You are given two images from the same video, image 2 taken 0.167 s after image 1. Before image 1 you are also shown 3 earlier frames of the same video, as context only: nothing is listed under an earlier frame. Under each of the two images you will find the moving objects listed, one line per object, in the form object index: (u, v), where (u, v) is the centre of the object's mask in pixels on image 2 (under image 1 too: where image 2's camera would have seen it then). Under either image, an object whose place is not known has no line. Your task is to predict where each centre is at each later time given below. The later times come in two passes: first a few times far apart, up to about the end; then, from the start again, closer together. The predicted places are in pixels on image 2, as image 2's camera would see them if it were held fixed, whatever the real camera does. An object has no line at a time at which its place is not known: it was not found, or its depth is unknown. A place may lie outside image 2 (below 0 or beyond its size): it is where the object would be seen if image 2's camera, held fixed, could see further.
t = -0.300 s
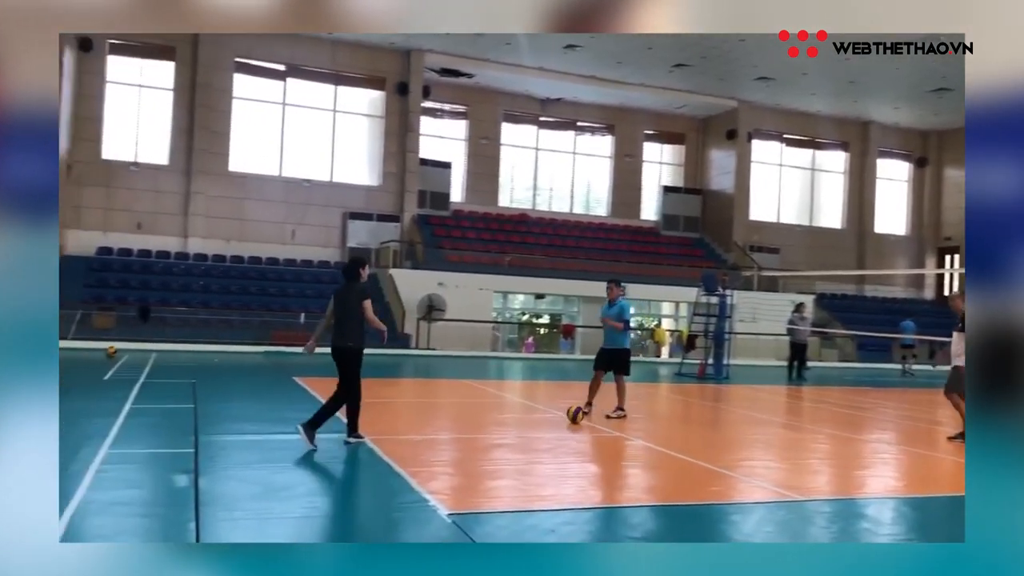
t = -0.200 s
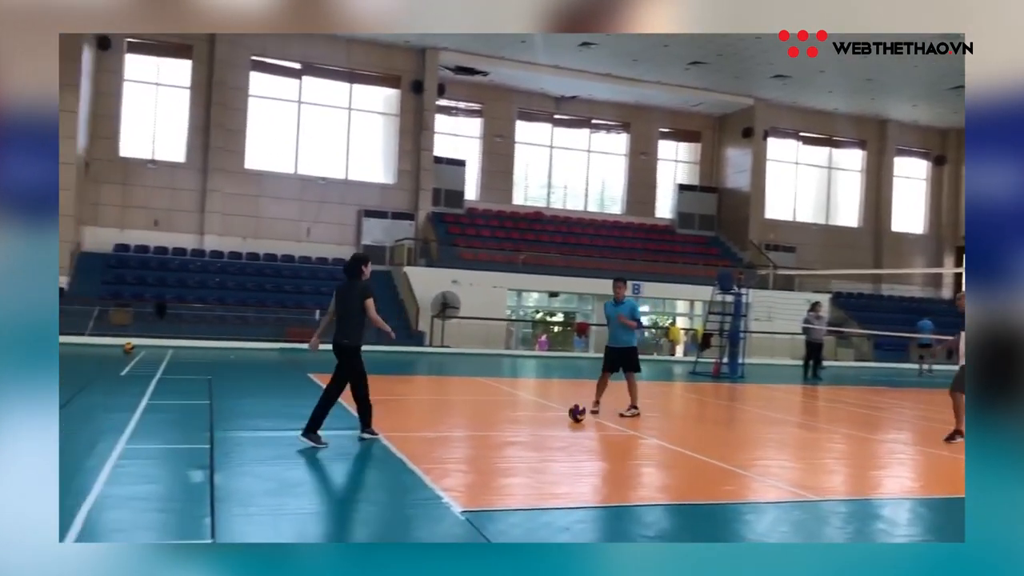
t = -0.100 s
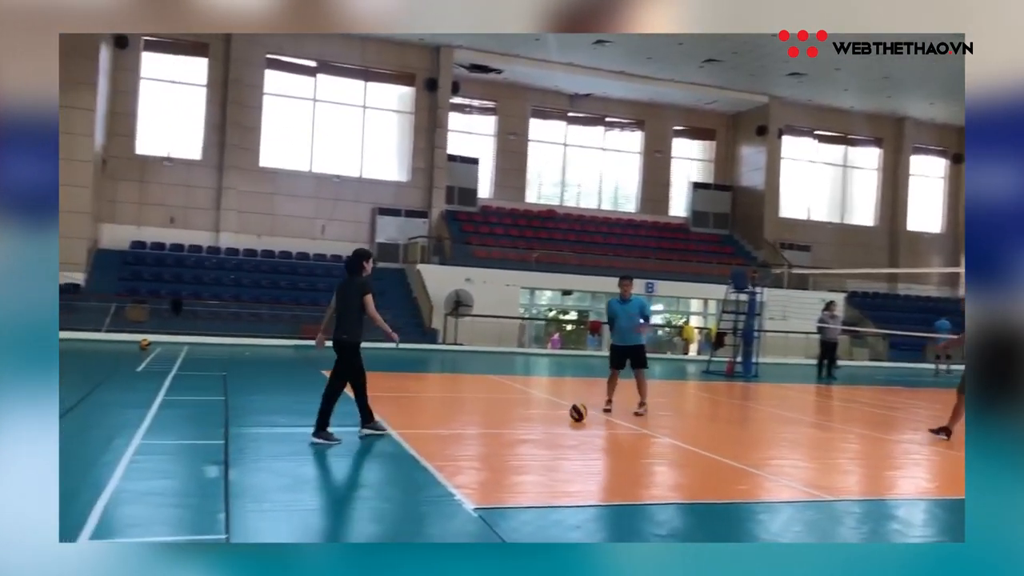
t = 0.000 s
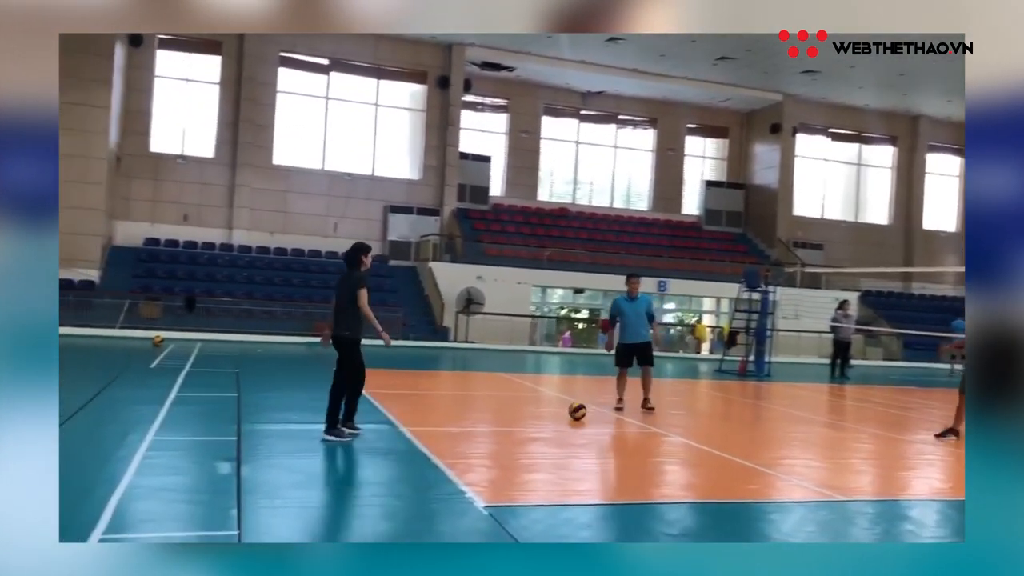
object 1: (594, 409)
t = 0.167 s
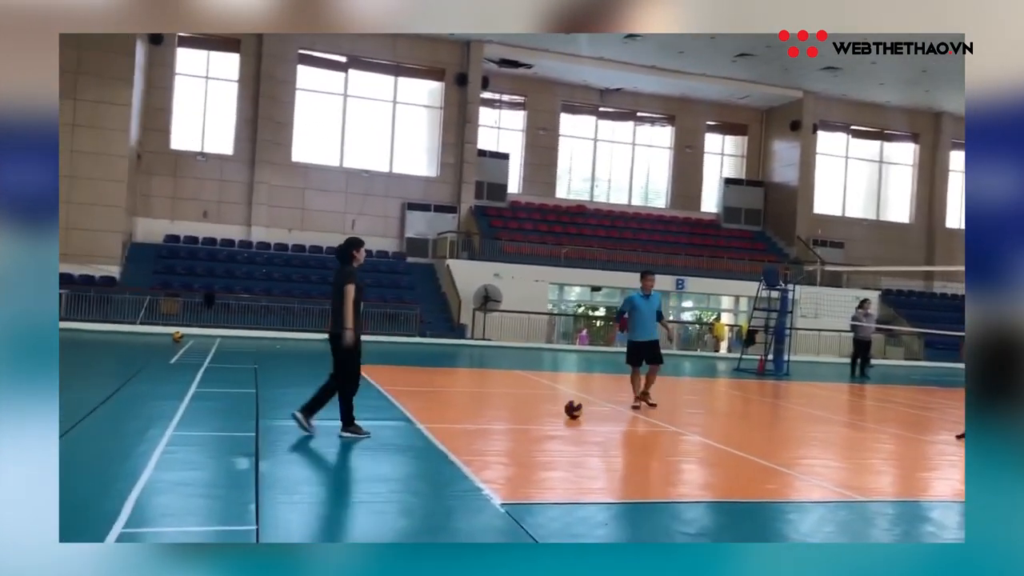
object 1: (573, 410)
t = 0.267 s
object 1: (560, 410)
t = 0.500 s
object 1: (530, 410)
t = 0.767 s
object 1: (495, 412)
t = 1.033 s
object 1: (458, 414)
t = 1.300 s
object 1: (421, 414)
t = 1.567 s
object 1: (382, 415)
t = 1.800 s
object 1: (348, 416)
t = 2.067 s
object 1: (306, 418)
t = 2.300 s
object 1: (268, 420)
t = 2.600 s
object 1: (217, 421)
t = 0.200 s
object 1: (569, 410)
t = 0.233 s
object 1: (565, 410)
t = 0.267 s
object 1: (560, 410)
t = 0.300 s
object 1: (556, 410)
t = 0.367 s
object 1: (548, 410)
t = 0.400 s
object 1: (543, 410)
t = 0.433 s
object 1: (539, 411)
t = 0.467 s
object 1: (534, 410)
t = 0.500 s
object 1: (530, 410)
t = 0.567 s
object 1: (521, 411)
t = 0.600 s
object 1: (517, 411)
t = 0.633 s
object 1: (513, 412)
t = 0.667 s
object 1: (509, 411)
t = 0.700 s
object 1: (504, 412)
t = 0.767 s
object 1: (495, 412)
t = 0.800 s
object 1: (490, 412)
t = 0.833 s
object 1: (486, 413)
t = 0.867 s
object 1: (481, 412)
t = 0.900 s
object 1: (476, 412)
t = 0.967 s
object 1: (467, 413)
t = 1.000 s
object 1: (463, 413)
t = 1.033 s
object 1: (458, 414)
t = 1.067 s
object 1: (454, 413)
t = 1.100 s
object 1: (449, 414)
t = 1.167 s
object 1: (440, 414)
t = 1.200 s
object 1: (435, 414)
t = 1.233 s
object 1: (430, 414)
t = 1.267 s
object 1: (426, 413)
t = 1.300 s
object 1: (421, 414)
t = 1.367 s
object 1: (411, 415)
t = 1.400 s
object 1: (407, 414)
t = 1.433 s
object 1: (402, 414)
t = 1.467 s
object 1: (397, 415)
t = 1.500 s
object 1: (392, 415)
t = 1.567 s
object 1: (382, 415)
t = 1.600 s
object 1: (378, 415)
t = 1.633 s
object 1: (372, 416)
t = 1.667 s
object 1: (368, 416)
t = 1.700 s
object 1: (363, 416)
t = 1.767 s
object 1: (352, 416)
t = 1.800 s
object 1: (348, 416)
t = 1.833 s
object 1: (343, 416)
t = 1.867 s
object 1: (337, 417)
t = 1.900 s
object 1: (332, 417)
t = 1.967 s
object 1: (322, 417)
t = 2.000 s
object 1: (317, 418)
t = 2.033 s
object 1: (311, 418)
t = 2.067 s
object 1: (306, 418)
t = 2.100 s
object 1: (300, 419)
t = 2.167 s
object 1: (290, 419)
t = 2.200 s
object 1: (284, 419)
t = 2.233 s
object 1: (279, 419)
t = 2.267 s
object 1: (274, 420)
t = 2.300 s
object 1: (268, 420)
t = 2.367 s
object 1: (257, 420)
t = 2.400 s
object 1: (251, 421)
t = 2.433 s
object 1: (245, 421)
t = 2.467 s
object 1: (239, 421)
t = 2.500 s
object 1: (234, 421)
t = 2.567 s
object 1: (223, 422)
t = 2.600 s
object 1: (217, 421)
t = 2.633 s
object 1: (211, 422)
